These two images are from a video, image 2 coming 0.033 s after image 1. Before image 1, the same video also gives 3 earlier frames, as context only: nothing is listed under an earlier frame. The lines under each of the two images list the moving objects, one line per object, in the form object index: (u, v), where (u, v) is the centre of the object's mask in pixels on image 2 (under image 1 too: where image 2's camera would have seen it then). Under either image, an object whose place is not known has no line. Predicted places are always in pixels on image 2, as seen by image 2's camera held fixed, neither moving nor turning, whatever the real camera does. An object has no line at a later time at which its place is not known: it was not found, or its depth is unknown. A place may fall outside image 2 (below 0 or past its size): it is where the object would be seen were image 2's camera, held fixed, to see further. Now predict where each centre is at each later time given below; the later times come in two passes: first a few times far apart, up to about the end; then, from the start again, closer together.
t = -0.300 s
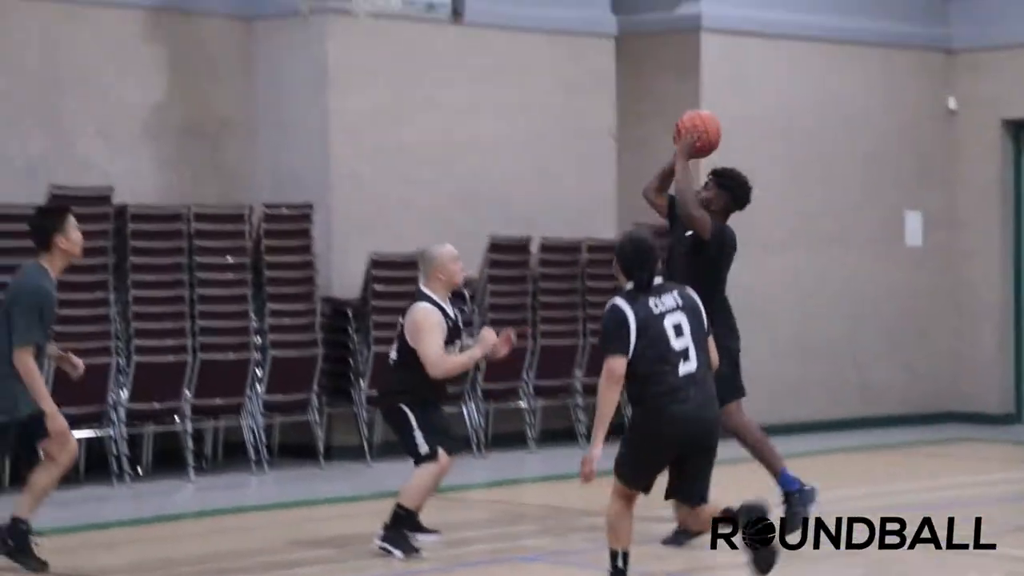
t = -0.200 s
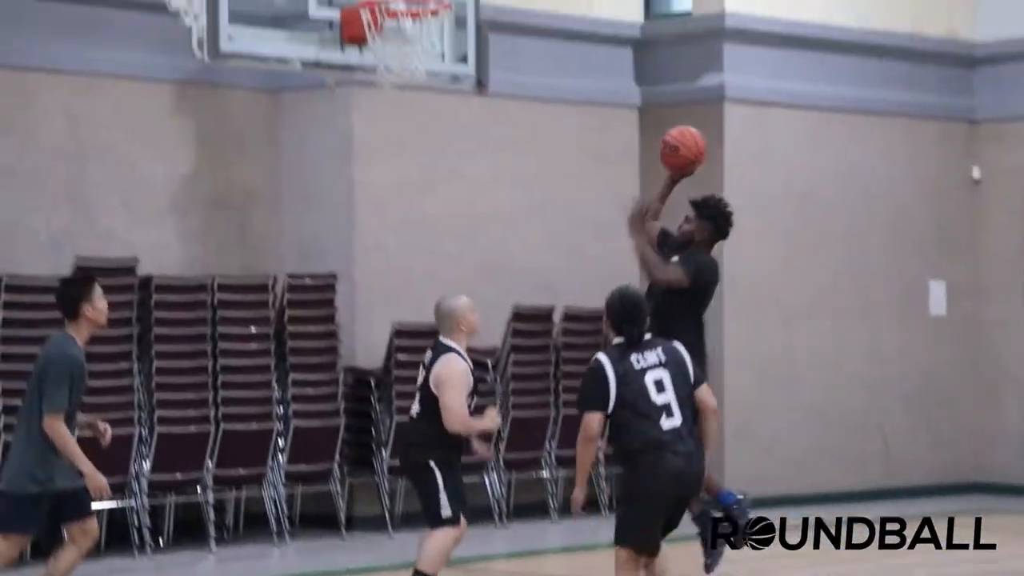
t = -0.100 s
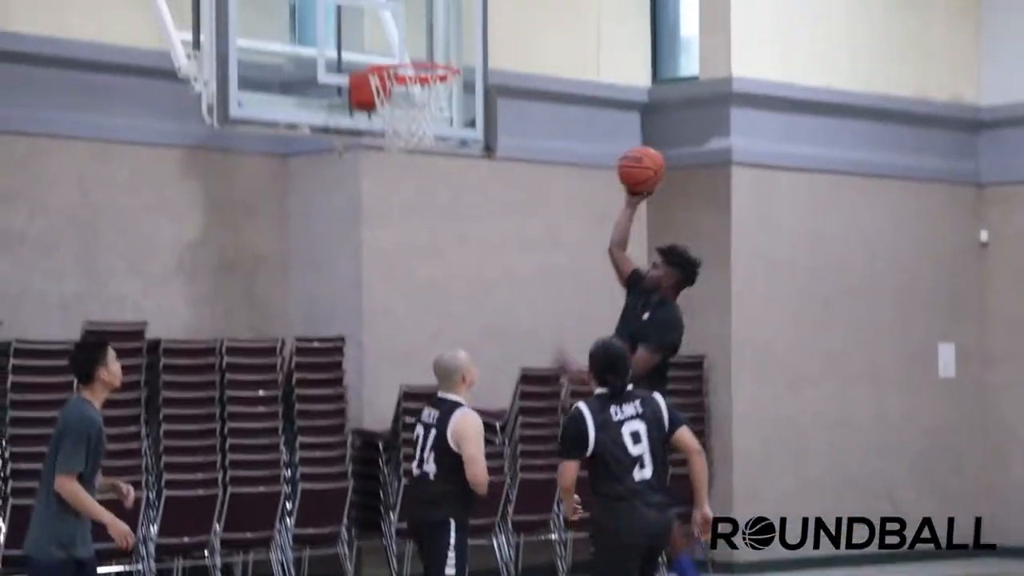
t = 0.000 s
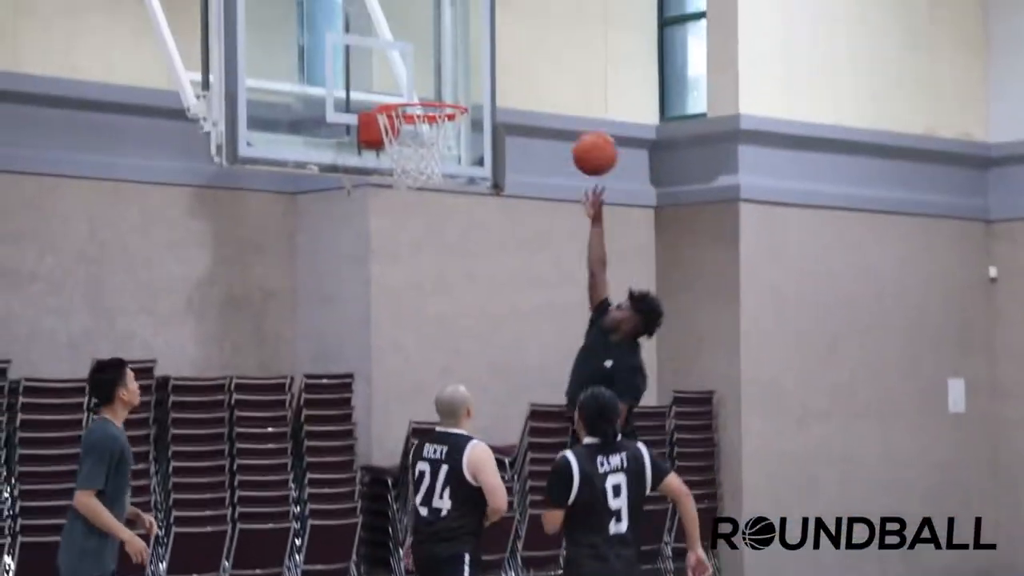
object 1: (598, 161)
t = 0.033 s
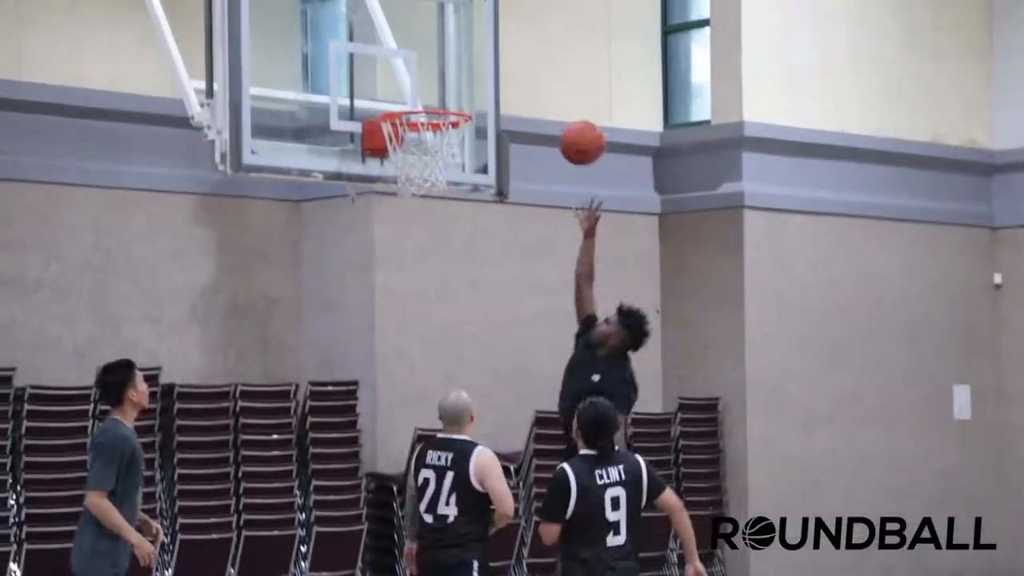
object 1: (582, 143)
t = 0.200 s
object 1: (496, 83)
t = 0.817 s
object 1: (416, 157)
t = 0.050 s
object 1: (573, 135)
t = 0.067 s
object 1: (565, 127)
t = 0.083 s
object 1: (556, 120)
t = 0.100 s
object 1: (547, 112)
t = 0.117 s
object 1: (538, 106)
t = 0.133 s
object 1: (530, 100)
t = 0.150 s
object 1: (521, 95)
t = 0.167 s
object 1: (513, 90)
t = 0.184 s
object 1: (504, 87)
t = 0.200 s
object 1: (496, 83)
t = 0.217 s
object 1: (487, 79)
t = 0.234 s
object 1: (478, 77)
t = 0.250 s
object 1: (470, 75)
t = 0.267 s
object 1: (461, 73)
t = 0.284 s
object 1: (453, 72)
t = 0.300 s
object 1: (445, 72)
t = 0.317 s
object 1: (436, 71)
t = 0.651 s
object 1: (431, 114)
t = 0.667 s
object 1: (428, 117)
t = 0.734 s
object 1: (420, 135)
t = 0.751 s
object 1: (418, 139)
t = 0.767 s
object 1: (419, 142)
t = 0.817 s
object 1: (416, 157)
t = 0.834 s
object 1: (416, 162)
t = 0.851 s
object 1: (418, 167)
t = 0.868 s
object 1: (418, 171)
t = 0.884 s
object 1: (418, 176)
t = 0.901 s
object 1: (419, 180)
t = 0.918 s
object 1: (419, 188)
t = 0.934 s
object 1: (419, 195)
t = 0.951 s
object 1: (420, 205)
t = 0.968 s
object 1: (420, 211)
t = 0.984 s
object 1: (420, 217)
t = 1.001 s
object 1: (420, 225)
